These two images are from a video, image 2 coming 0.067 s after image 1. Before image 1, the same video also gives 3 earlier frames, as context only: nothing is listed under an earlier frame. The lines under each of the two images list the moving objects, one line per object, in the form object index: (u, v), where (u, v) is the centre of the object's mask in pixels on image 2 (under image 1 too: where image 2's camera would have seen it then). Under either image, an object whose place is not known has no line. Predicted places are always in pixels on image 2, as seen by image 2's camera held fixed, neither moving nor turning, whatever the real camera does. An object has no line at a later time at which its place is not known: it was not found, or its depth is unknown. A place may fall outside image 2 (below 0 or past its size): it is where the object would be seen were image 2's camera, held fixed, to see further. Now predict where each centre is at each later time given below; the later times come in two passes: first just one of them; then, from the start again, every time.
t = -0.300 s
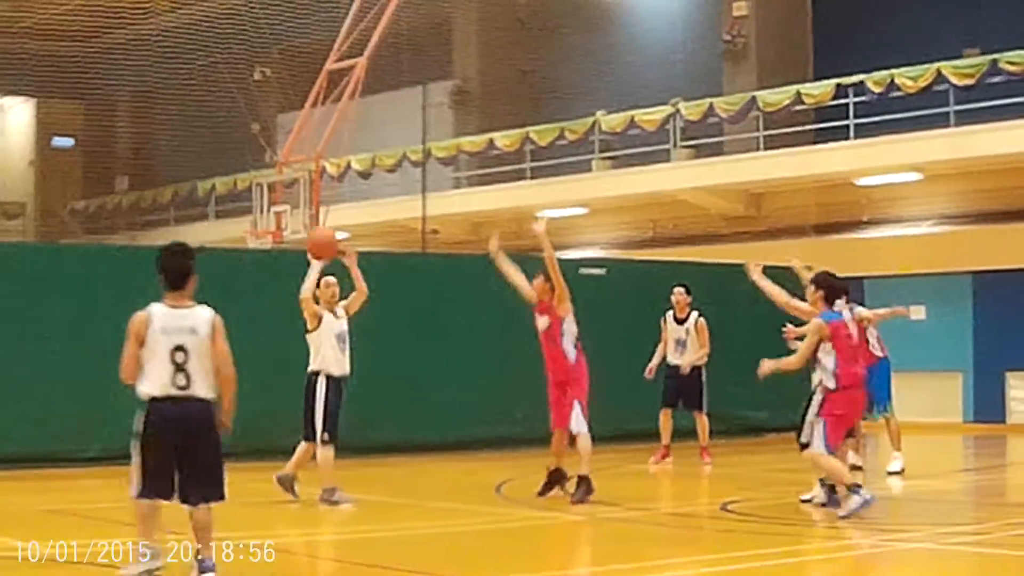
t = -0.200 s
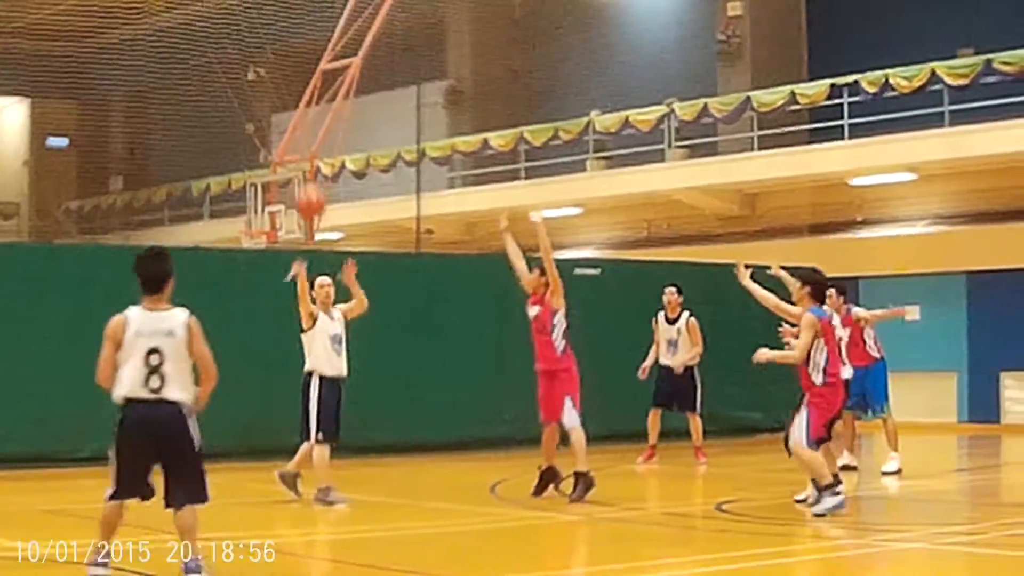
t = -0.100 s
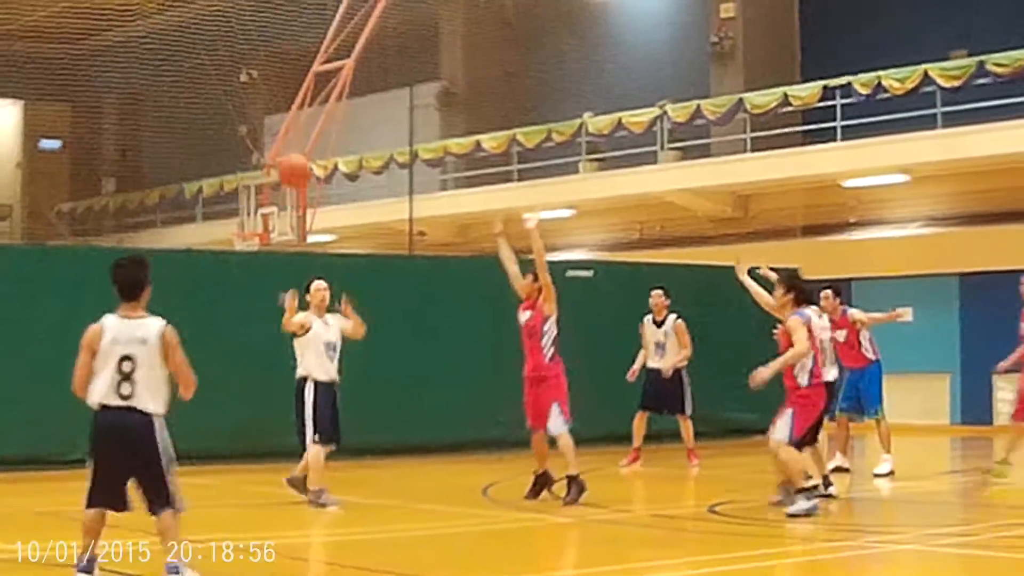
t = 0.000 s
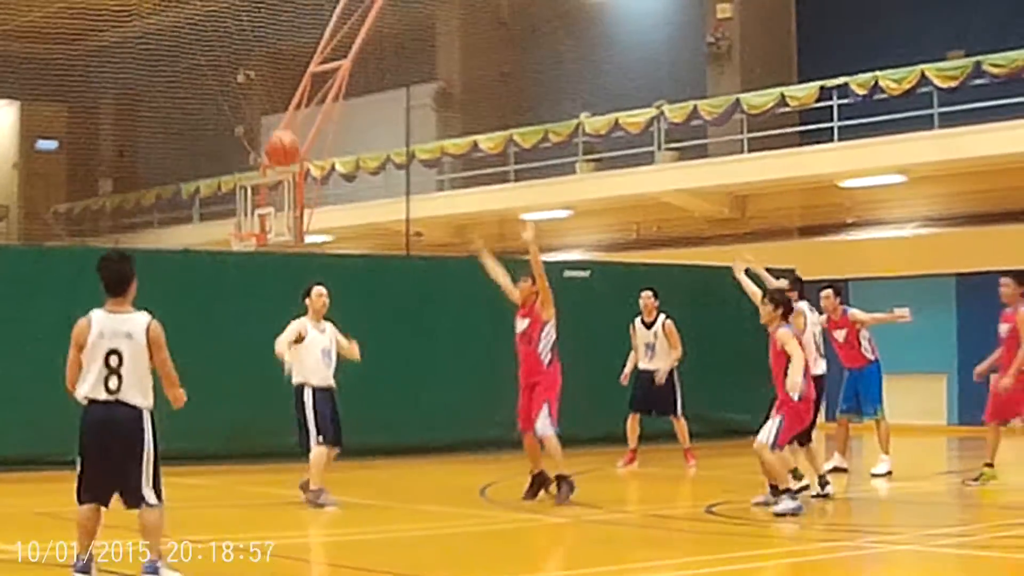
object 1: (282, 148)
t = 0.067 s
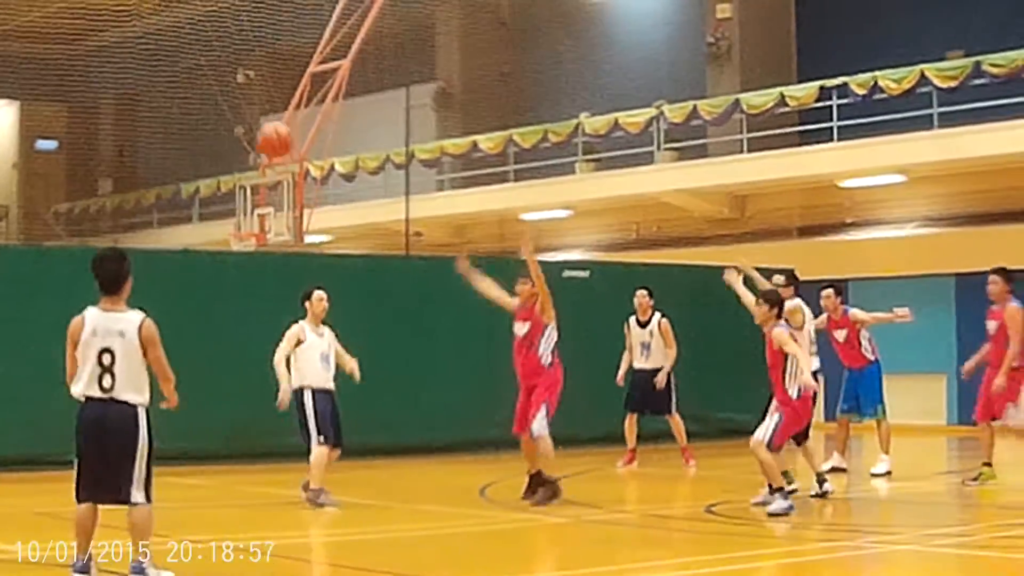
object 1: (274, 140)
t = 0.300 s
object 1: (250, 161)
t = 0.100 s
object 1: (272, 138)
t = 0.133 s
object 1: (269, 137)
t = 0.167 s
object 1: (266, 139)
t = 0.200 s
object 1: (261, 143)
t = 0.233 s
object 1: (258, 147)
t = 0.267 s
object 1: (254, 153)
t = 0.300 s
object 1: (250, 161)
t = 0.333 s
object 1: (246, 171)
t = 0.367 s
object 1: (243, 184)
